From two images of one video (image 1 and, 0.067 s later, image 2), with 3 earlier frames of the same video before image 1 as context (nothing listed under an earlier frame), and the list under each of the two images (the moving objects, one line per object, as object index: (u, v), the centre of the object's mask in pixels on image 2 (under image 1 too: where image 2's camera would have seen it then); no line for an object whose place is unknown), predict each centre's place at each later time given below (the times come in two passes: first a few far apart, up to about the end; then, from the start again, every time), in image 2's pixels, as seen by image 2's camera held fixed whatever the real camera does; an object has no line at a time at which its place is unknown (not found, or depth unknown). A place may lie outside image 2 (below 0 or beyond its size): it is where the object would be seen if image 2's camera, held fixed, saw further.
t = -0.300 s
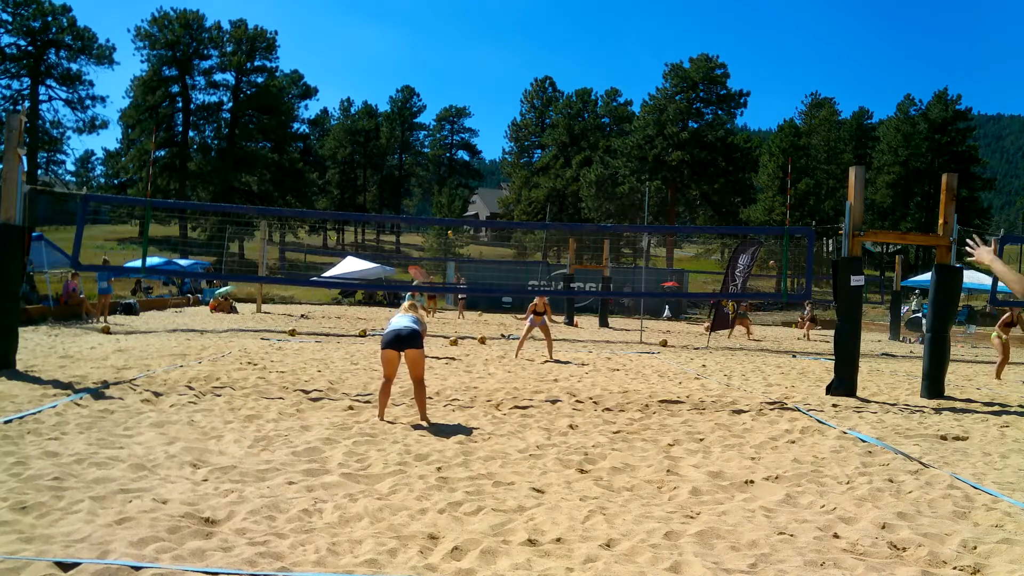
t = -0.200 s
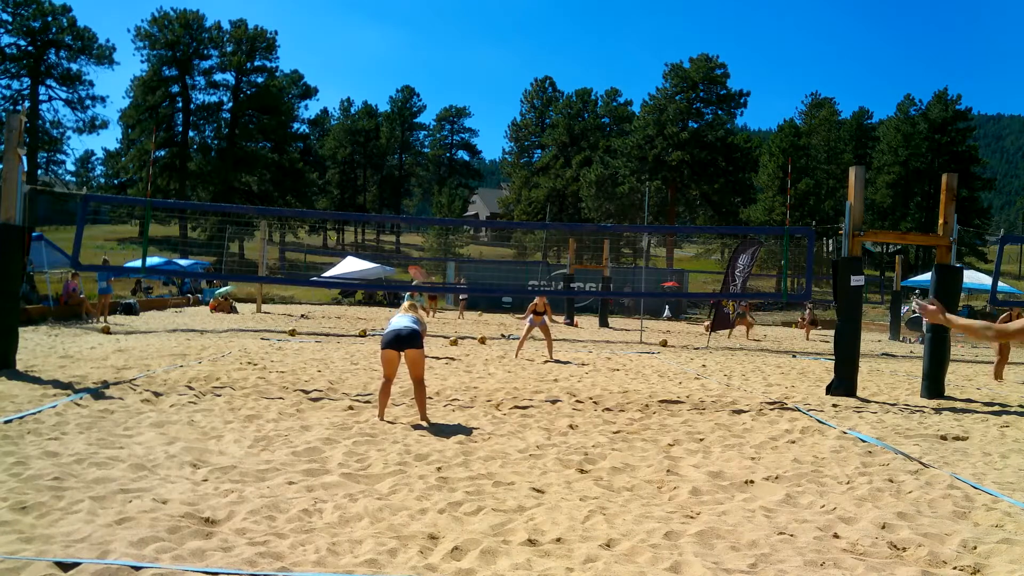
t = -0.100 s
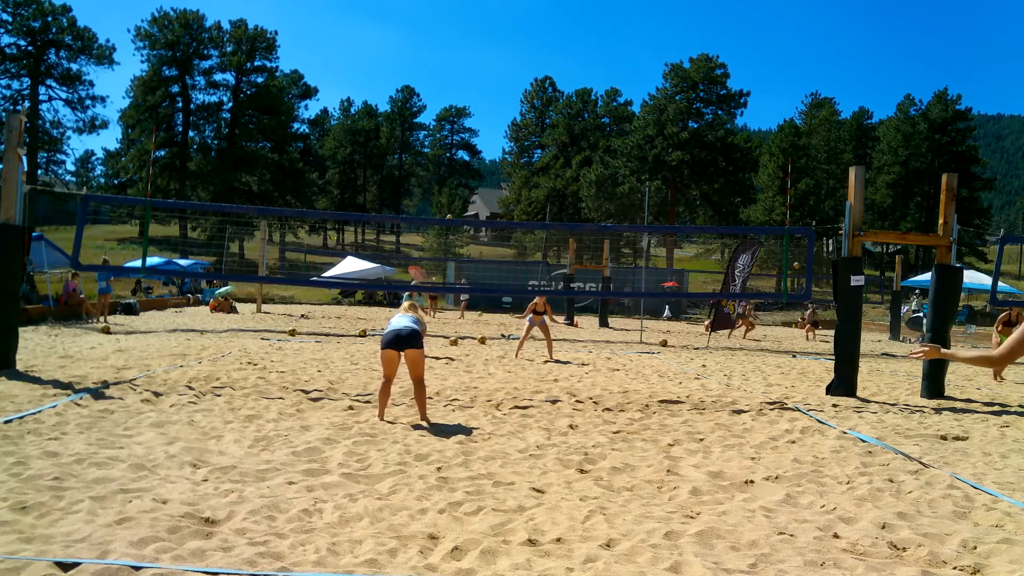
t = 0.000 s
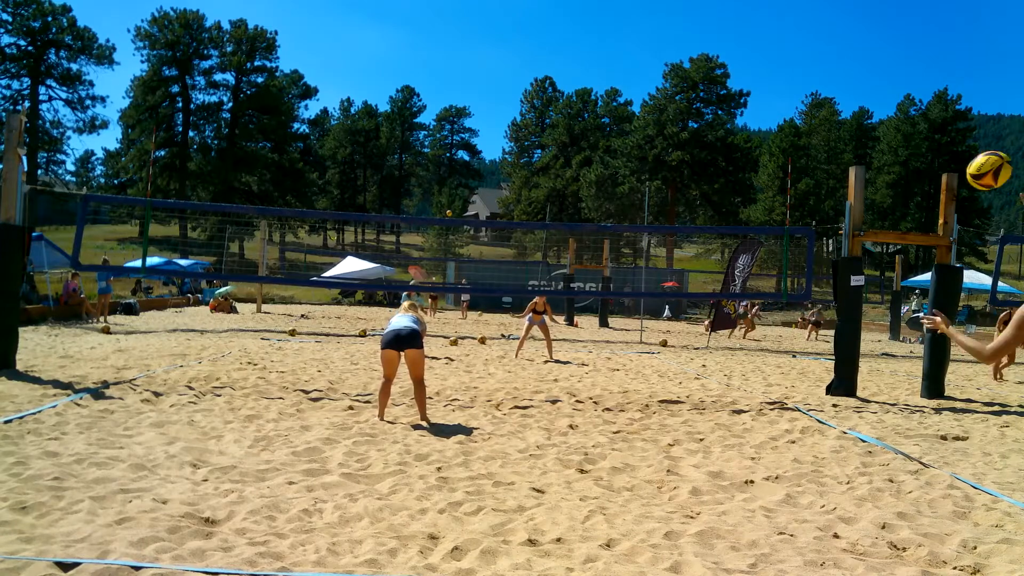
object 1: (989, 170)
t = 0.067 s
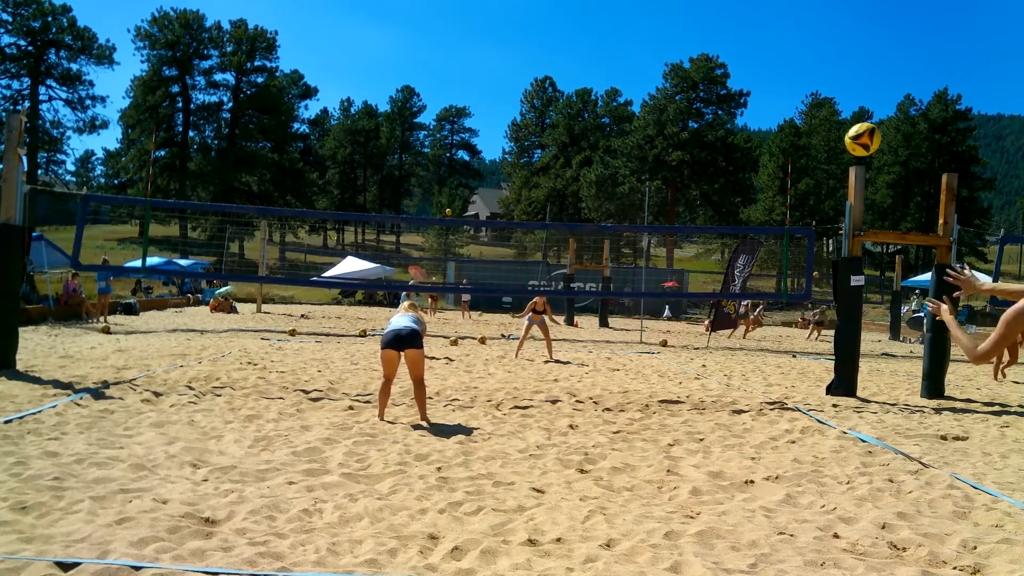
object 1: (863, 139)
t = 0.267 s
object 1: (634, 109)
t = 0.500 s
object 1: (496, 135)
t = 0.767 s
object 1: (409, 197)
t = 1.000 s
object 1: (364, 269)
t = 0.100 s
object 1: (812, 128)
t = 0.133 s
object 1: (768, 121)
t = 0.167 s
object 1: (729, 116)
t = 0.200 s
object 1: (694, 112)
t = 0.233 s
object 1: (662, 110)
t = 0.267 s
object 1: (634, 109)
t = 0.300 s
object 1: (608, 111)
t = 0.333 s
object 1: (586, 113)
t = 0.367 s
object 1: (564, 116)
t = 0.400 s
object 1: (545, 120)
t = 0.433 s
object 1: (528, 124)
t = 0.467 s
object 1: (511, 129)
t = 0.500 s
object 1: (496, 135)
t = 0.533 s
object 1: (482, 140)
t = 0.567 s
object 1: (469, 147)
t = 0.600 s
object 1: (457, 154)
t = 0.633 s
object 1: (446, 162)
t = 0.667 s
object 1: (436, 170)
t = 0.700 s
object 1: (427, 178)
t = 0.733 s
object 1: (417, 187)
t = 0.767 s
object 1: (409, 197)
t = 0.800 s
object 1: (402, 206)
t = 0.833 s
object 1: (394, 212)
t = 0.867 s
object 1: (388, 227)
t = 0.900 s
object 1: (381, 236)
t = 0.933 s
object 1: (376, 247)
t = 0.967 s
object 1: (370, 257)
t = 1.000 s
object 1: (364, 269)
